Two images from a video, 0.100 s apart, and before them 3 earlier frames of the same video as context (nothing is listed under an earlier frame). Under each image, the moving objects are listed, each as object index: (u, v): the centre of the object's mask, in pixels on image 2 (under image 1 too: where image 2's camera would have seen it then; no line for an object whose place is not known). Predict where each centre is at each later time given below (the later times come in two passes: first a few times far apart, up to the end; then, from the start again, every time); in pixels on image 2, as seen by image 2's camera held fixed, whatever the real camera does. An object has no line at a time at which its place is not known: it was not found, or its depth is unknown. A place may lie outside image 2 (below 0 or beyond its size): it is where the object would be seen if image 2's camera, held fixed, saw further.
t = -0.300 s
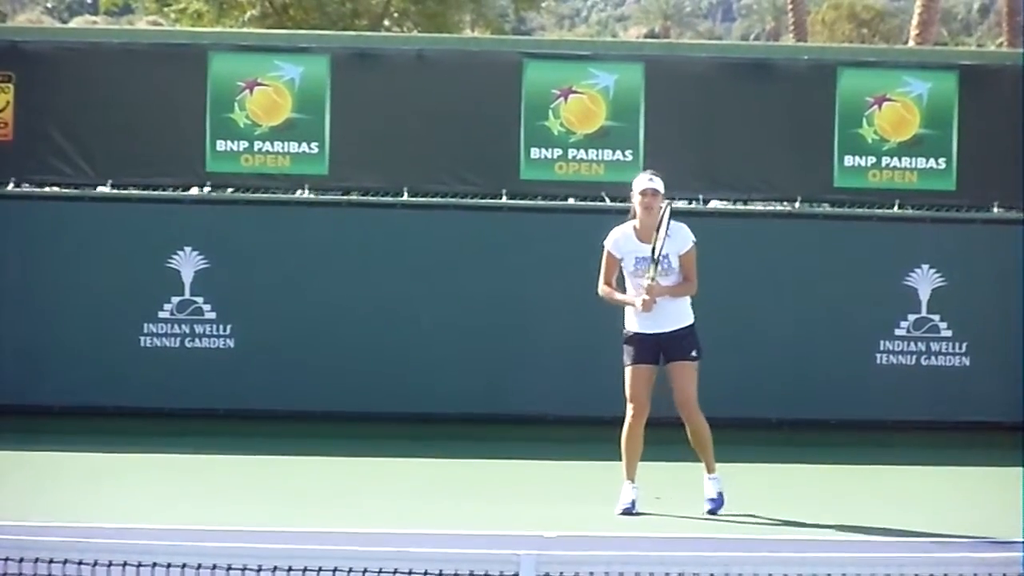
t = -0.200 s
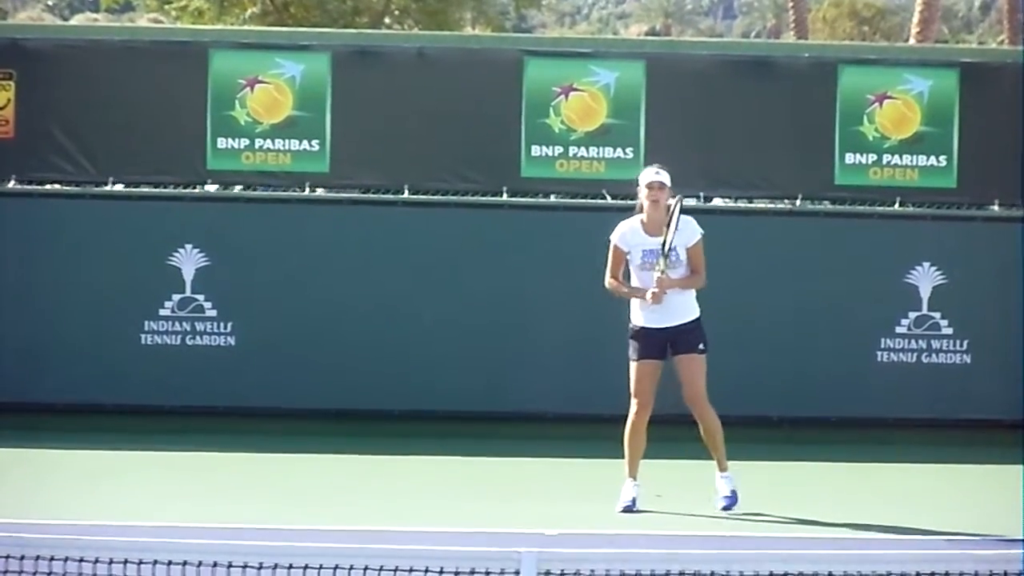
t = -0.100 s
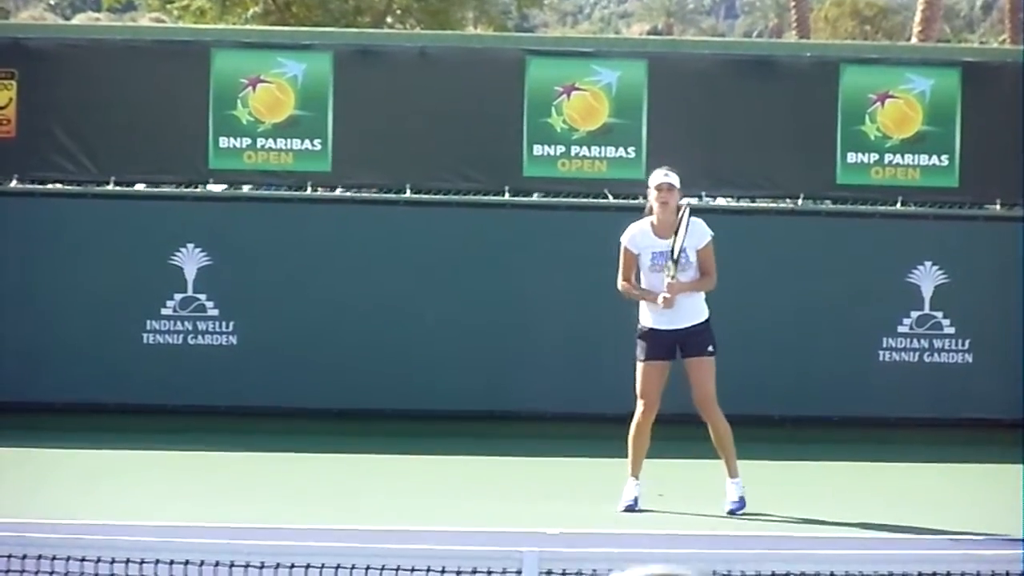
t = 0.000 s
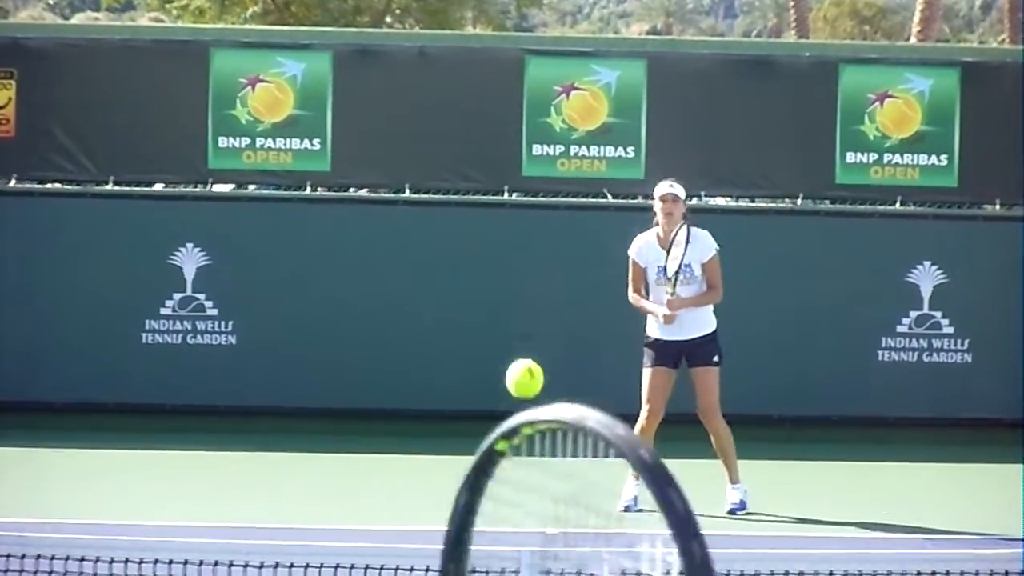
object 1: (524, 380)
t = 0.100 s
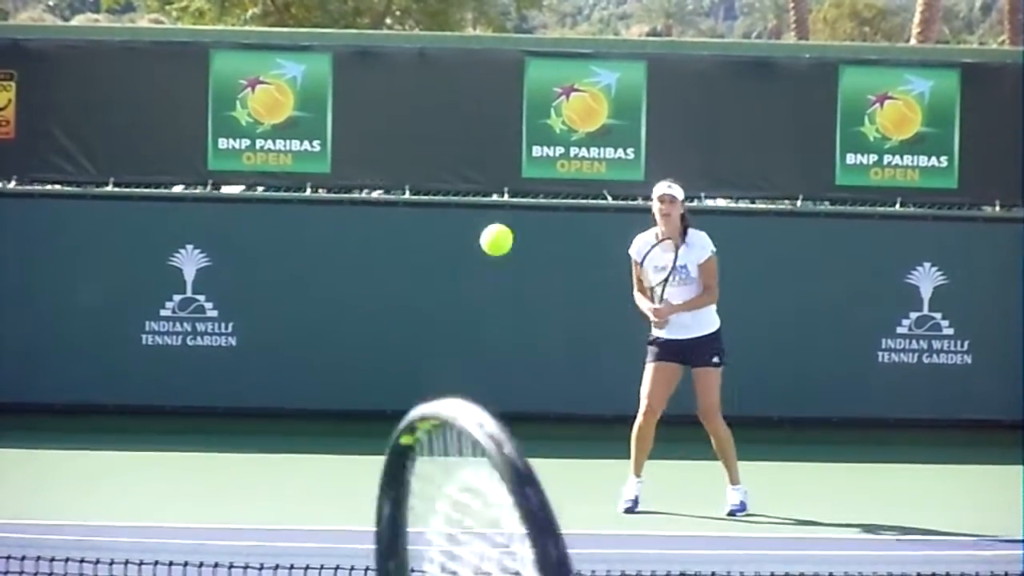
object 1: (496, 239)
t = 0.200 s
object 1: (476, 182)
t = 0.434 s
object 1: (447, 222)
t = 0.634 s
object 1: (433, 362)
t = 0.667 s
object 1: (431, 392)
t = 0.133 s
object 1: (489, 212)
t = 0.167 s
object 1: (482, 194)
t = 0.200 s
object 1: (476, 182)
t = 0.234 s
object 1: (470, 175)
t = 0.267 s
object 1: (466, 173)
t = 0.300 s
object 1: (462, 176)
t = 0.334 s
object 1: (458, 183)
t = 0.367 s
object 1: (454, 193)
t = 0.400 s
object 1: (451, 206)
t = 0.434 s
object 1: (447, 222)
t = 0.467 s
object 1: (444, 240)
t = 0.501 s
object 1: (442, 261)
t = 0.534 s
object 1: (440, 284)
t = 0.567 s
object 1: (437, 308)
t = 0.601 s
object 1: (435, 335)
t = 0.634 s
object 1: (433, 362)
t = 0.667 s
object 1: (431, 392)
